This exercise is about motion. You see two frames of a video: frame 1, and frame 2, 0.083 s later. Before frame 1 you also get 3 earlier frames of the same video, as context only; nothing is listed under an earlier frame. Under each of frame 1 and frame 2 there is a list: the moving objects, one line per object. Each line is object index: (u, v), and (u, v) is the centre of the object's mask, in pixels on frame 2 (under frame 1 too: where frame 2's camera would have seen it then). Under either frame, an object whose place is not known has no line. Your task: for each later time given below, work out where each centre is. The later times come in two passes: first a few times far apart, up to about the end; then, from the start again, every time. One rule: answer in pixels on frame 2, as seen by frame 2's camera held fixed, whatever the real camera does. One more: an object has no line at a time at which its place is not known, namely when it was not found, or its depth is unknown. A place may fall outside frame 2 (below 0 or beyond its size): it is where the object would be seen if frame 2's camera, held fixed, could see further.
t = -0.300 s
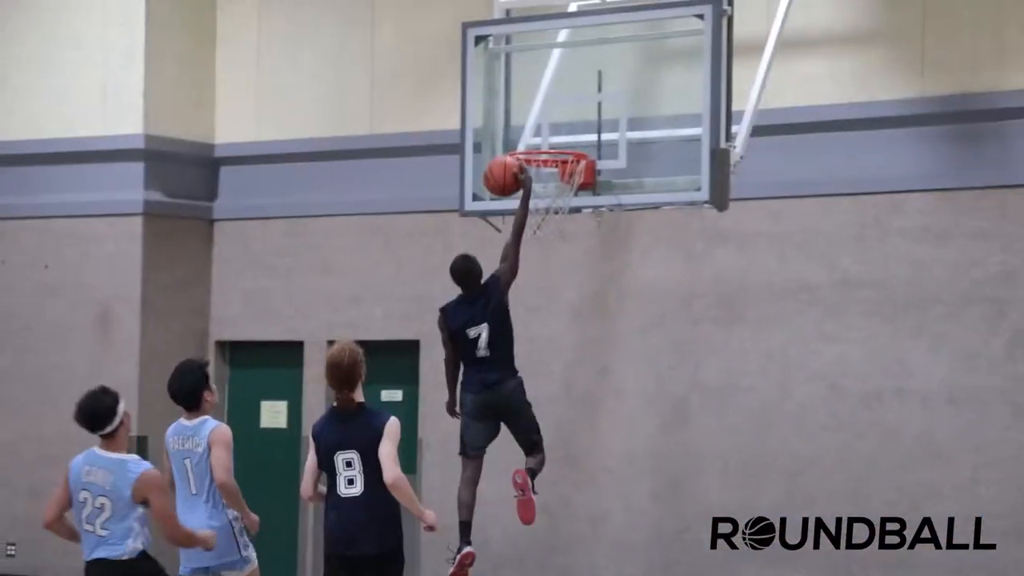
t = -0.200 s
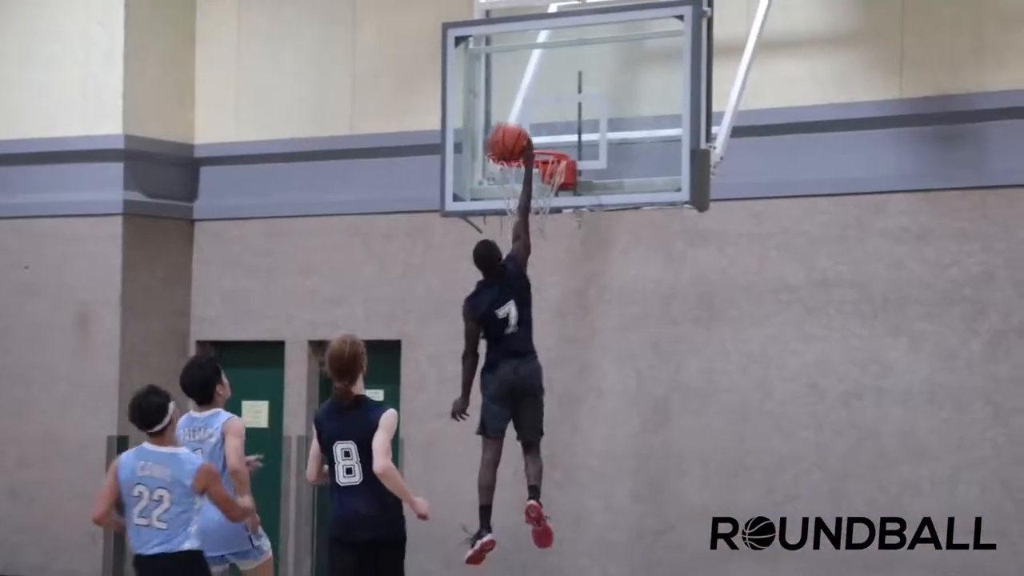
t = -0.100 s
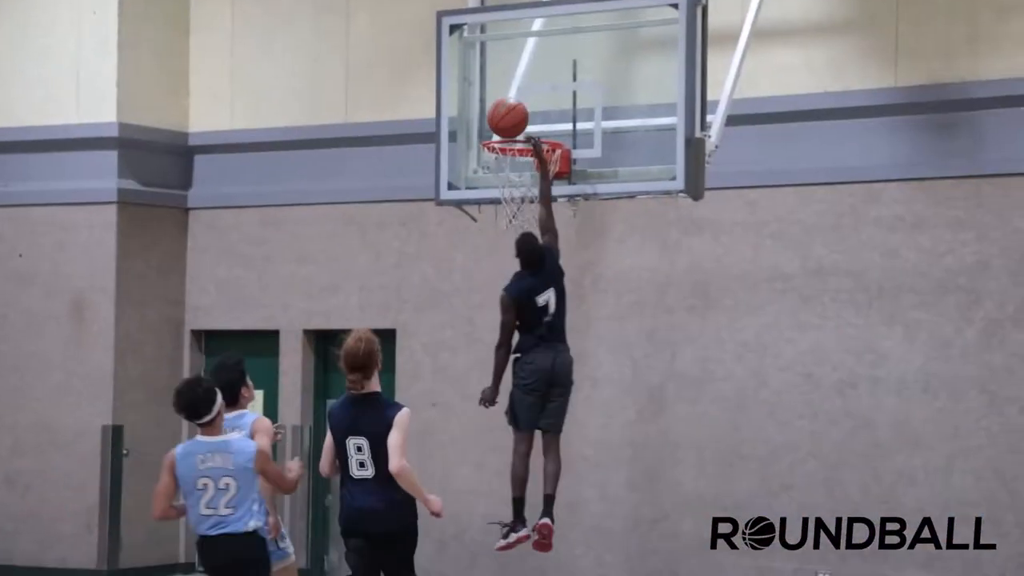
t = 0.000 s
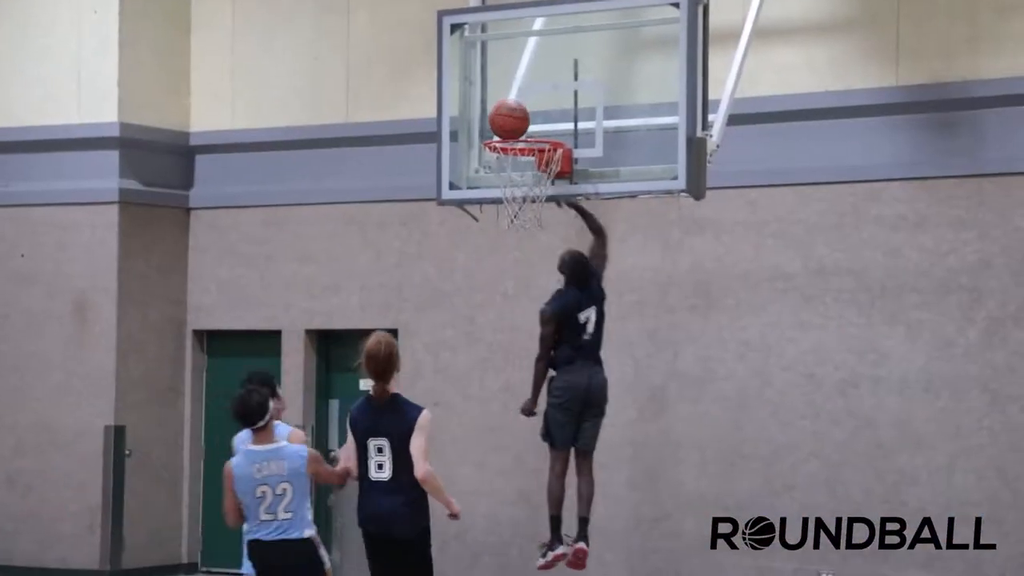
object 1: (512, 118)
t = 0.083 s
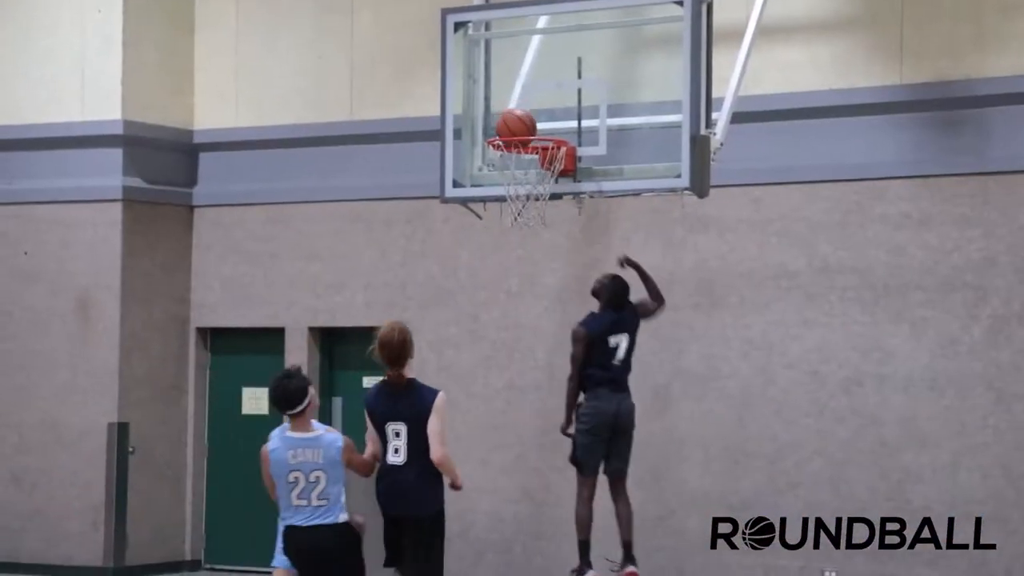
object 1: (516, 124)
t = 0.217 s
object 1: (521, 167)
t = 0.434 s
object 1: (528, 245)
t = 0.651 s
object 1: (536, 381)
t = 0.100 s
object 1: (516, 132)
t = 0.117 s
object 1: (517, 135)
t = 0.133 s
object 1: (517, 140)
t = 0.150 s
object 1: (518, 145)
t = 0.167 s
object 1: (519, 151)
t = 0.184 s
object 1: (519, 157)
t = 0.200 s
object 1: (520, 162)
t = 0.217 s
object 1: (521, 167)
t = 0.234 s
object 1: (522, 175)
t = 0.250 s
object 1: (522, 182)
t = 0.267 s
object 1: (523, 189)
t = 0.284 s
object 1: (523, 193)
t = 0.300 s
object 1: (523, 199)
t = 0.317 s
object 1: (525, 203)
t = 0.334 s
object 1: (525, 209)
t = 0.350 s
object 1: (526, 215)
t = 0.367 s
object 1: (526, 220)
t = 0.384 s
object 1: (526, 224)
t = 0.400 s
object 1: (527, 231)
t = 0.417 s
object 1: (528, 238)
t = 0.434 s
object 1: (528, 245)
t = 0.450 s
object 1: (529, 253)
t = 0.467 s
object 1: (529, 261)
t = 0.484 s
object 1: (530, 270)
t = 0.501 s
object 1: (530, 279)
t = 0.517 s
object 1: (531, 289)
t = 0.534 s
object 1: (531, 299)
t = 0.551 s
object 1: (532, 310)
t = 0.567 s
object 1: (532, 321)
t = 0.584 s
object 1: (532, 332)
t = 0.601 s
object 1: (533, 344)
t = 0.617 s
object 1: (534, 357)
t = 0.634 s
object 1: (535, 370)
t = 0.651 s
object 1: (536, 381)
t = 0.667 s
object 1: (541, 393)
